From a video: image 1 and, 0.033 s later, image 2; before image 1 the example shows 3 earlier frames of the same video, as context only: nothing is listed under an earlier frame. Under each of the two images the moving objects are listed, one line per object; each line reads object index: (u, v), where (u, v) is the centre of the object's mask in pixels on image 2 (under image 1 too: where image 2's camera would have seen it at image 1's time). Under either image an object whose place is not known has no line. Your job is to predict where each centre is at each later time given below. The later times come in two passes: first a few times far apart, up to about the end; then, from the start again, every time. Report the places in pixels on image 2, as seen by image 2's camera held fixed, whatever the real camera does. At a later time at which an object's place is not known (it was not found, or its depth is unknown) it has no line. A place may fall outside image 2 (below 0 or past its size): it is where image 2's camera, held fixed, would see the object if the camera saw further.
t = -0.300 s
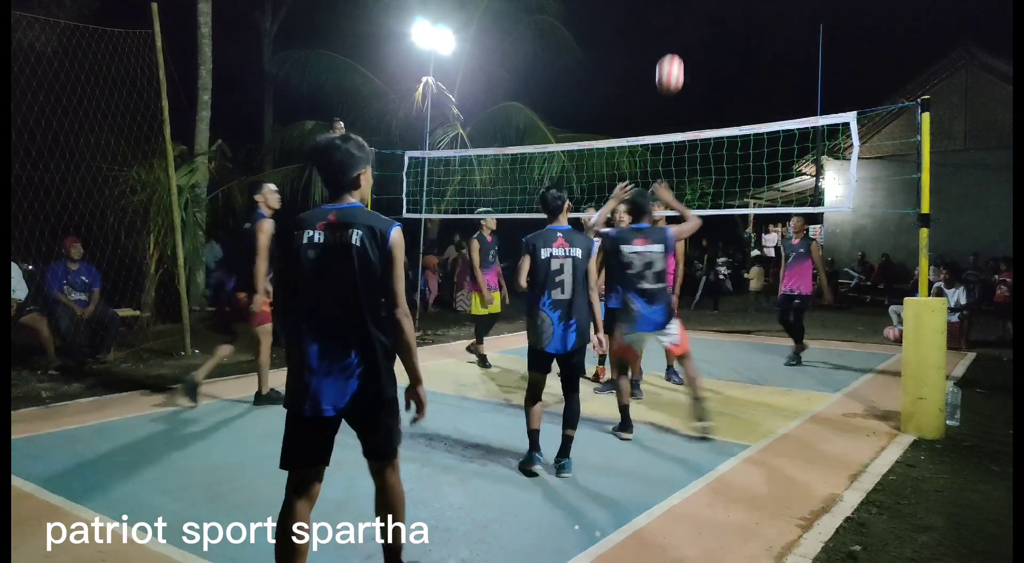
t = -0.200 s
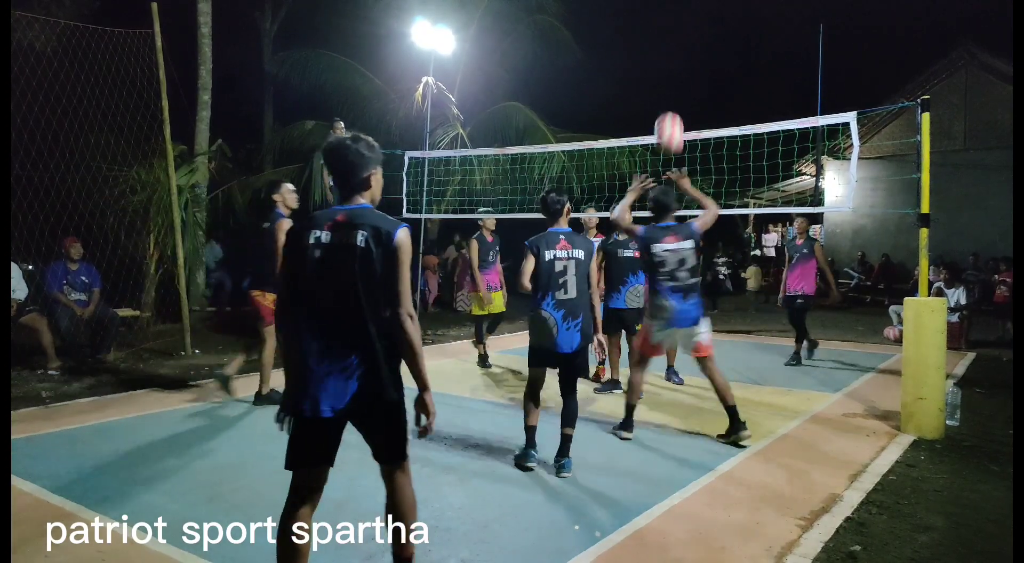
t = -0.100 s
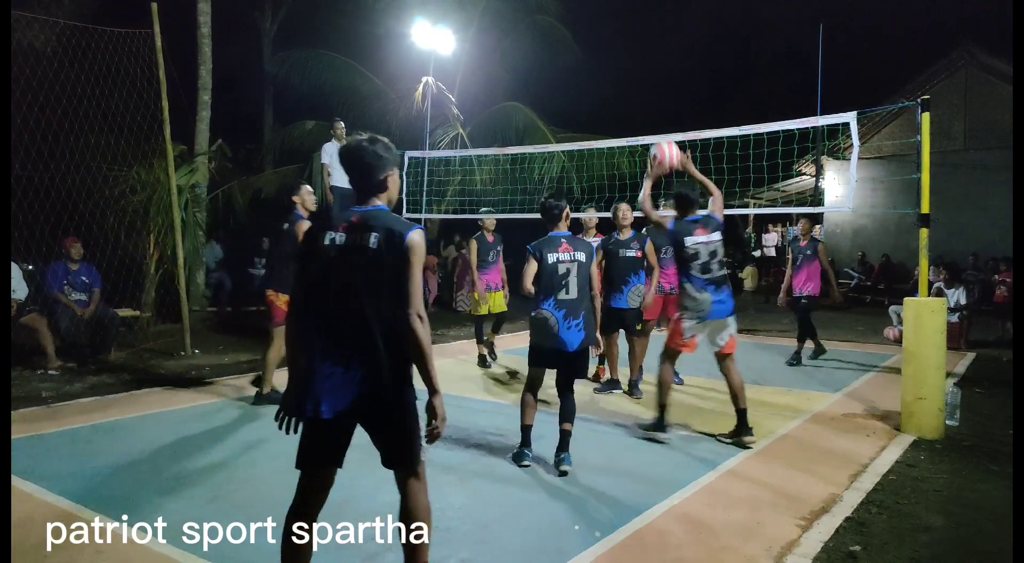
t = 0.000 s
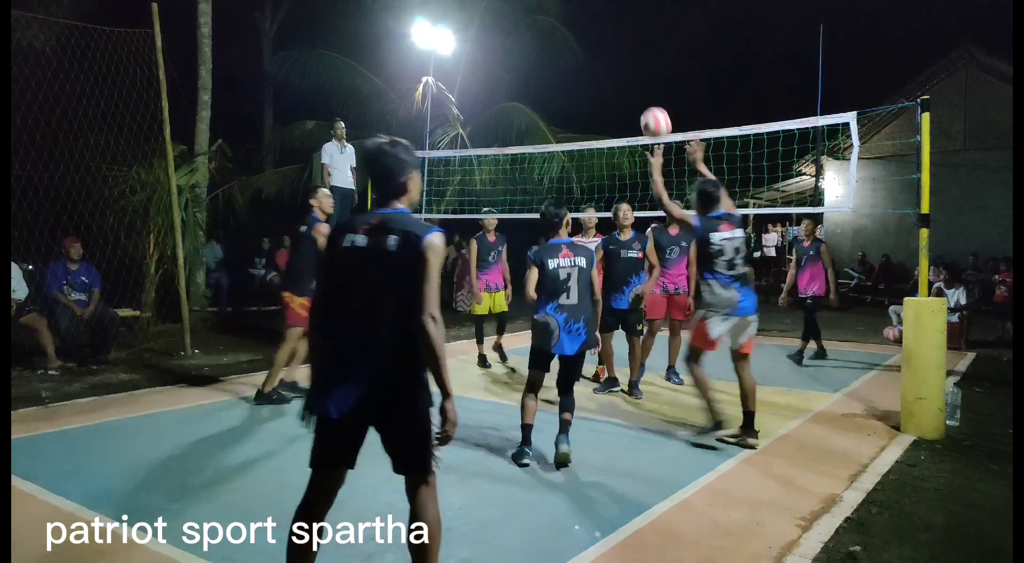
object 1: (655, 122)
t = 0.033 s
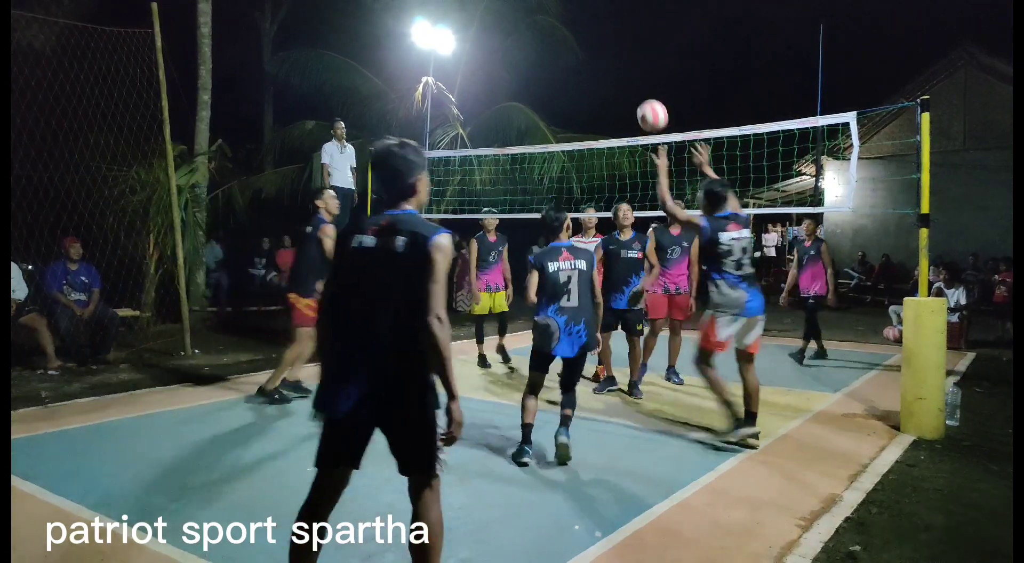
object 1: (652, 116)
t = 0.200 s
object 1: (636, 99)
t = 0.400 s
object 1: (616, 123)
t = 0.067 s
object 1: (649, 110)
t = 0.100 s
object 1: (646, 105)
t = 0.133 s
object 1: (642, 101)
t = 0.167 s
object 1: (639, 99)
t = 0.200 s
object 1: (636, 99)
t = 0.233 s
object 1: (632, 99)
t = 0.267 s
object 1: (629, 101)
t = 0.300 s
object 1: (625, 105)
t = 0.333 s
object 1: (622, 110)
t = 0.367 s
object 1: (619, 117)
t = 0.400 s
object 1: (616, 123)
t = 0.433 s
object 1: (613, 129)
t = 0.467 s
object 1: (610, 140)
